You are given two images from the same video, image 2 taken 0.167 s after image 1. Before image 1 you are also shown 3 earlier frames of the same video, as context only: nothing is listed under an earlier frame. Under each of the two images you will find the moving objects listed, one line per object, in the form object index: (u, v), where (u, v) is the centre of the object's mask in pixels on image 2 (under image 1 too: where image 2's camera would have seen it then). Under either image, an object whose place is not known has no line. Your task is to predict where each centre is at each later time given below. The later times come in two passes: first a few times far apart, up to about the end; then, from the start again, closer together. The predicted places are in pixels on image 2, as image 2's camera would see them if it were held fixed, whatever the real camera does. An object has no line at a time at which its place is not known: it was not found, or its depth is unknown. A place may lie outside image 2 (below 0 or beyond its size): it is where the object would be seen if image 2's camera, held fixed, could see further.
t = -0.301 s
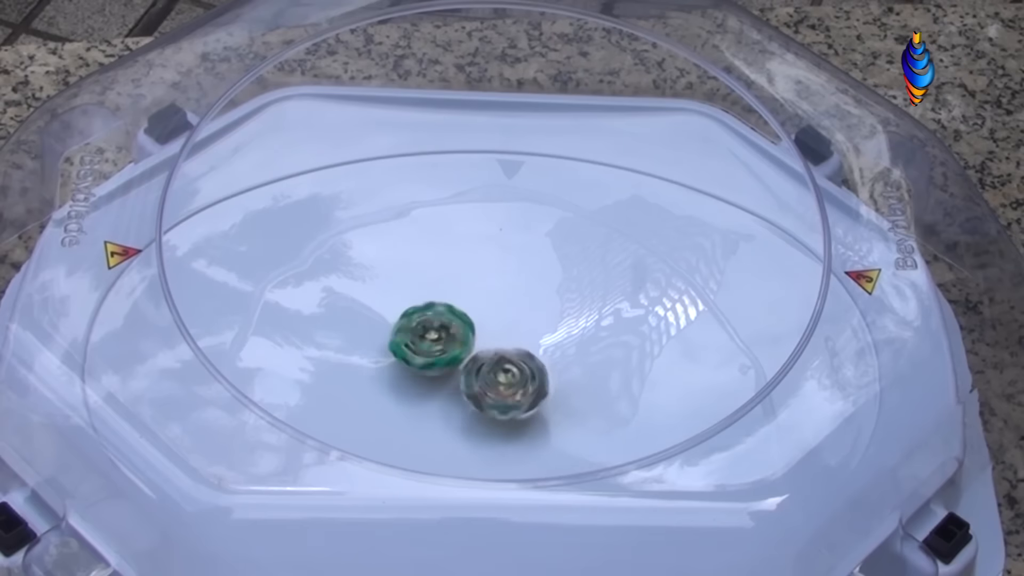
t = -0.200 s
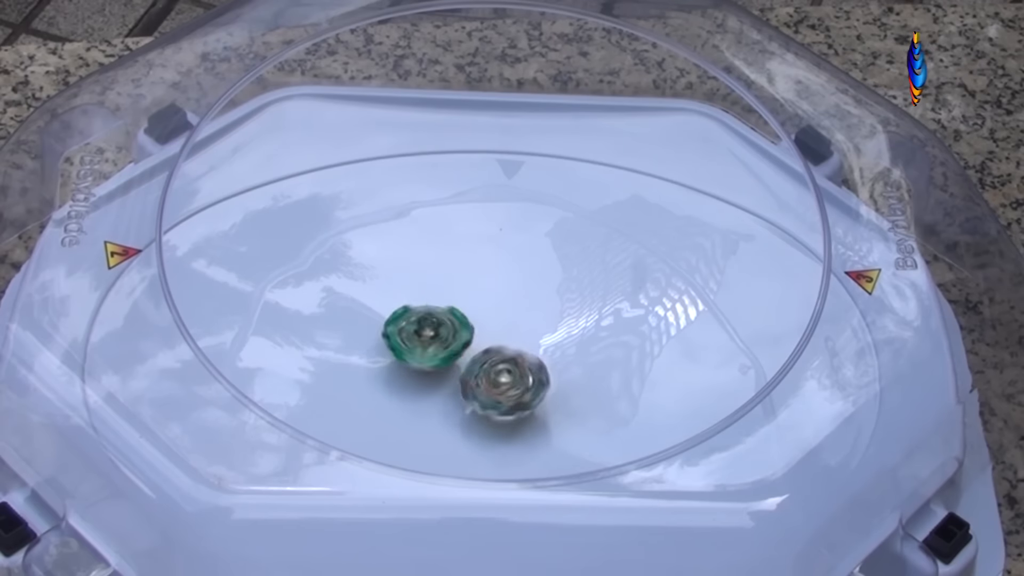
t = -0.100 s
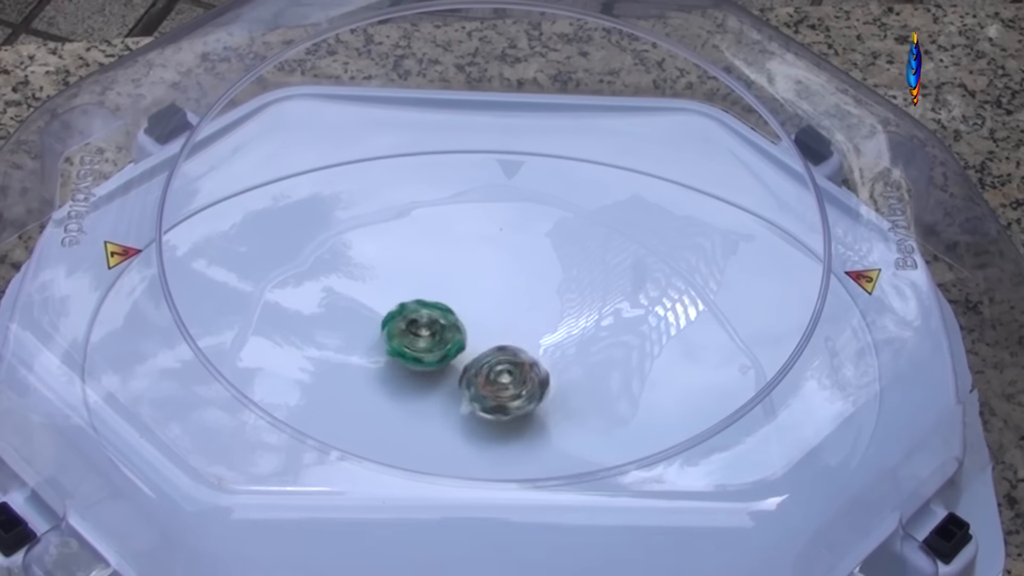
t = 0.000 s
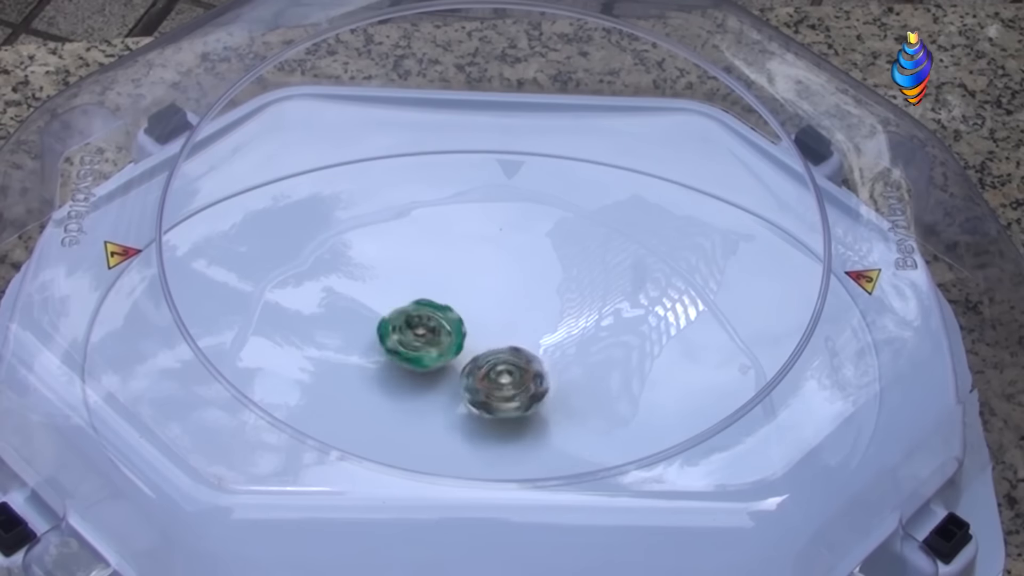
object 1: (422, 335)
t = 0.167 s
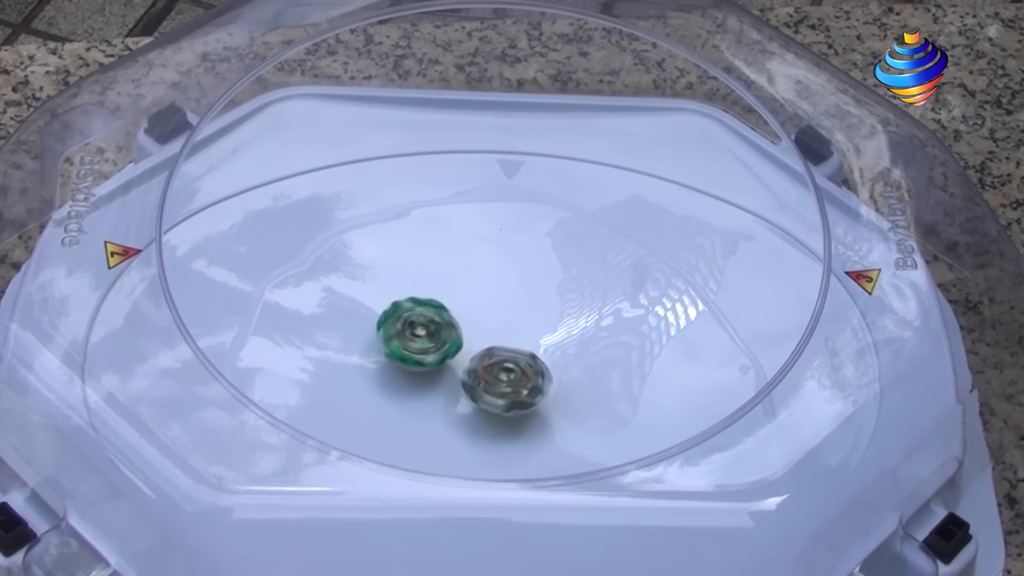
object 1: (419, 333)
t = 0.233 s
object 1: (420, 333)
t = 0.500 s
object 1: (420, 336)
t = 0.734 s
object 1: (418, 336)
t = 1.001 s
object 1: (416, 341)
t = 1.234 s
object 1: (417, 345)
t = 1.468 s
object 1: (416, 347)
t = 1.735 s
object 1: (408, 342)
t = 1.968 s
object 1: (414, 341)
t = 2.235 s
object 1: (413, 336)
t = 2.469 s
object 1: (413, 341)
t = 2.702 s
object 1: (415, 346)
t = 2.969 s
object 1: (414, 352)
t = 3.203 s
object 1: (410, 355)
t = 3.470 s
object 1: (411, 358)
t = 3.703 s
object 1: (410, 359)
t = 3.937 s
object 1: (412, 365)
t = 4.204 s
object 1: (411, 366)
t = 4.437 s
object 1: (409, 363)
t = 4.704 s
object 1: (413, 361)
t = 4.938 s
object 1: (415, 358)
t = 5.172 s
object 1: (418, 359)
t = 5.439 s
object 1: (415, 348)
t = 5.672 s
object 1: (417, 352)
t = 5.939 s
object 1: (421, 361)
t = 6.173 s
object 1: (417, 365)
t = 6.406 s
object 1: (417, 367)
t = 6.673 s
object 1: (418, 369)
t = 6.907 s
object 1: (422, 371)
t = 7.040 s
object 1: (424, 374)
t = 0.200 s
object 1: (420, 333)
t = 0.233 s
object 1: (420, 333)
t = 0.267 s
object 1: (420, 334)
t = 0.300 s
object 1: (420, 335)
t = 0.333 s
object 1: (420, 335)
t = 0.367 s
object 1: (419, 336)
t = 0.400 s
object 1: (419, 336)
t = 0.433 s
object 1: (419, 336)
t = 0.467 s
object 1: (419, 336)
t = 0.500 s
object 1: (420, 336)
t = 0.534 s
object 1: (421, 336)
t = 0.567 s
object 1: (423, 337)
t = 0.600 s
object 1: (422, 337)
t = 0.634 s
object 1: (419, 335)
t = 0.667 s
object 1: (419, 335)
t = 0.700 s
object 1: (419, 336)
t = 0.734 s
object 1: (418, 336)
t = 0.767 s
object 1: (418, 337)
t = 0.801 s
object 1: (418, 338)
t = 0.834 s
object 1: (417, 338)
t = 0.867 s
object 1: (417, 338)
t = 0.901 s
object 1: (416, 339)
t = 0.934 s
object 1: (416, 339)
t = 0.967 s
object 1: (416, 340)
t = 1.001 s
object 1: (416, 341)
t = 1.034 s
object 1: (416, 341)
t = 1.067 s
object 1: (417, 342)
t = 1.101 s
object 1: (417, 342)
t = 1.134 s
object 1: (417, 343)
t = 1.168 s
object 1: (417, 343)
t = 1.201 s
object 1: (417, 344)
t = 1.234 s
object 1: (417, 345)
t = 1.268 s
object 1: (418, 346)
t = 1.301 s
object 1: (418, 347)
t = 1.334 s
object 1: (418, 347)
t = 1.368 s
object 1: (417, 347)
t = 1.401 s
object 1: (417, 347)
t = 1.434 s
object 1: (417, 347)
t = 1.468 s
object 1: (416, 347)
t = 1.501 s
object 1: (411, 344)
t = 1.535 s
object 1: (411, 342)
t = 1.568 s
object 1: (410, 342)
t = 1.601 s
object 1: (409, 342)
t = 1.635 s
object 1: (408, 342)
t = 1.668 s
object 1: (408, 342)
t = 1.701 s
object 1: (408, 342)
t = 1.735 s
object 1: (408, 342)
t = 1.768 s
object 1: (409, 341)
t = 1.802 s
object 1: (410, 342)
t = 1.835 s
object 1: (411, 342)
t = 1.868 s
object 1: (412, 341)
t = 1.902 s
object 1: (413, 341)
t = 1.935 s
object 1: (414, 341)
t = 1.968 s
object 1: (414, 341)
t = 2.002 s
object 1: (415, 341)
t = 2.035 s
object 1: (416, 341)
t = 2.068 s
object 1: (417, 342)
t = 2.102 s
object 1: (417, 342)
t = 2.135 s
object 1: (418, 343)
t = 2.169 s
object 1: (413, 340)
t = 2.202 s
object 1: (411, 337)
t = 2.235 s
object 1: (413, 336)
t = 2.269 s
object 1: (414, 336)
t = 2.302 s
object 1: (413, 336)
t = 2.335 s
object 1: (413, 336)
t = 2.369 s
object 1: (412, 338)
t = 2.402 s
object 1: (411, 339)
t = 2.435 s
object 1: (412, 340)
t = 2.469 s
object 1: (413, 341)
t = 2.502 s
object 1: (414, 341)
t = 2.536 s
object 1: (414, 341)
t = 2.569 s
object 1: (414, 342)
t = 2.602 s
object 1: (412, 343)
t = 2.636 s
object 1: (413, 345)
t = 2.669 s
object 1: (414, 346)
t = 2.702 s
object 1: (415, 346)
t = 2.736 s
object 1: (415, 347)
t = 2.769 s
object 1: (415, 348)
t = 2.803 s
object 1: (413, 348)
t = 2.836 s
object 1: (413, 350)
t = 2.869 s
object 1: (413, 351)
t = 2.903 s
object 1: (414, 352)
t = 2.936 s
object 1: (415, 352)
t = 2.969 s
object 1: (414, 352)
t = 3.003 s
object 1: (412, 353)
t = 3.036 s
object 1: (411, 354)
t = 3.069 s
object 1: (412, 355)
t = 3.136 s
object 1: (412, 355)
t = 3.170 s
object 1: (411, 355)
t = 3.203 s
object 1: (410, 355)
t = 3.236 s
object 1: (409, 357)
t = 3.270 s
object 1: (410, 357)
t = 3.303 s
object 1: (411, 357)
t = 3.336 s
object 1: (411, 356)
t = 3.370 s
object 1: (409, 357)
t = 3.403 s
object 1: (409, 358)
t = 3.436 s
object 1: (410, 358)
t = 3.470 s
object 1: (411, 358)
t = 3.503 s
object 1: (411, 358)
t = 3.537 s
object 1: (409, 358)
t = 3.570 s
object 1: (409, 359)
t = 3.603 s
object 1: (410, 360)
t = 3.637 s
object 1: (411, 359)
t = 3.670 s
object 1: (411, 359)
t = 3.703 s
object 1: (410, 359)
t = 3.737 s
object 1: (409, 361)
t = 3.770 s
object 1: (410, 361)
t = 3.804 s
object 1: (412, 361)
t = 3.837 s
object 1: (412, 361)
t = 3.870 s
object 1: (411, 362)
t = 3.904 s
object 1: (411, 364)
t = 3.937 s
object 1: (412, 365)
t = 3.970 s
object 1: (414, 364)
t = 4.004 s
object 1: (413, 364)
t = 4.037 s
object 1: (411, 365)
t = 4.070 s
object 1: (410, 365)
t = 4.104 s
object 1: (413, 364)
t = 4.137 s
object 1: (412, 365)
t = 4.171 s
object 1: (411, 365)
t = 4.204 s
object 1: (411, 366)
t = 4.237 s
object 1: (411, 366)
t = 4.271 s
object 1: (410, 364)
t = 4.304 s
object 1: (408, 363)
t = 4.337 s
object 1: (409, 364)
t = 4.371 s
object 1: (410, 364)
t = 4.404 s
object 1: (410, 363)
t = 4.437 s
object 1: (409, 363)
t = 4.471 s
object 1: (410, 364)
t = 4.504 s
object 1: (411, 363)
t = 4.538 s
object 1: (410, 362)
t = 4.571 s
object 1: (410, 364)
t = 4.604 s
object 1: (412, 364)
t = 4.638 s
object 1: (410, 361)
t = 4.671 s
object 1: (410, 360)
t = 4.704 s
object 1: (413, 361)
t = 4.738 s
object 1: (413, 360)
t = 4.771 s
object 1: (412, 360)
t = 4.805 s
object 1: (414, 362)
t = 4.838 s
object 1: (415, 360)
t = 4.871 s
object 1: (413, 358)
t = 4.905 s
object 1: (415, 360)
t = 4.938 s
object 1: (415, 358)
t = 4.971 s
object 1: (414, 357)
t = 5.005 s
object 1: (416, 359)
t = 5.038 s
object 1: (417, 357)
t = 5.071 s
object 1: (416, 357)
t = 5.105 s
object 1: (419, 358)
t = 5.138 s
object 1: (418, 357)
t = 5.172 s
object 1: (418, 359)
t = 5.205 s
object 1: (420, 357)
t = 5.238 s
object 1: (411, 351)
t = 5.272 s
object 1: (411, 348)
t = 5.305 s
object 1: (411, 346)
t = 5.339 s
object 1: (415, 348)
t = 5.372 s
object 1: (413, 348)
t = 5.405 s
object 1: (413, 349)
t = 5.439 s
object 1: (415, 348)
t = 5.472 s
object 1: (415, 350)
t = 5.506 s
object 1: (416, 350)
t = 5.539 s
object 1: (414, 350)
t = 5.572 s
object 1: (418, 351)
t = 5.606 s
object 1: (416, 351)
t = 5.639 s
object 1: (418, 352)
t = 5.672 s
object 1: (417, 352)
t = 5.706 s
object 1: (418, 354)
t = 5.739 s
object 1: (419, 353)
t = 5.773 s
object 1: (419, 355)
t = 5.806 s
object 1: (419, 355)
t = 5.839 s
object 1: (418, 357)
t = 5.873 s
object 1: (421, 357)
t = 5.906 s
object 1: (420, 359)
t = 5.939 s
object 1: (421, 361)
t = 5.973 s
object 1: (418, 363)
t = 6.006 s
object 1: (421, 363)
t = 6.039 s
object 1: (418, 363)
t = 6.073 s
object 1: (420, 364)
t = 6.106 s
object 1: (417, 365)
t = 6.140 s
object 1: (418, 366)
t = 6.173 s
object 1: (417, 365)
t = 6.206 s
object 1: (417, 366)
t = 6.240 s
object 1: (416, 365)
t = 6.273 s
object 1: (417, 367)
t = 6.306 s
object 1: (417, 366)
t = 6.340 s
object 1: (416, 367)
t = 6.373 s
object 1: (416, 366)
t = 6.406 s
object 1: (417, 367)
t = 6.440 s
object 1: (418, 366)
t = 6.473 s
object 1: (417, 367)
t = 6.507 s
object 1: (417, 367)
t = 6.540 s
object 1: (417, 368)
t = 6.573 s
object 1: (418, 367)
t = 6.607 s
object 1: (418, 368)
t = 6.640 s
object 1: (418, 368)
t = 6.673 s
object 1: (418, 369)
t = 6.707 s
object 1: (420, 368)
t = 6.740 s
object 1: (419, 369)
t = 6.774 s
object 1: (420, 369)
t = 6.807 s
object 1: (420, 371)
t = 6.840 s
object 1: (422, 370)
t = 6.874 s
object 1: (421, 372)
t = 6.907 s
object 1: (422, 371)
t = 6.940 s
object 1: (421, 373)
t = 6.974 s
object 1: (424, 373)
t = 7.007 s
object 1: (422, 374)
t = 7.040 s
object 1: (424, 374)
